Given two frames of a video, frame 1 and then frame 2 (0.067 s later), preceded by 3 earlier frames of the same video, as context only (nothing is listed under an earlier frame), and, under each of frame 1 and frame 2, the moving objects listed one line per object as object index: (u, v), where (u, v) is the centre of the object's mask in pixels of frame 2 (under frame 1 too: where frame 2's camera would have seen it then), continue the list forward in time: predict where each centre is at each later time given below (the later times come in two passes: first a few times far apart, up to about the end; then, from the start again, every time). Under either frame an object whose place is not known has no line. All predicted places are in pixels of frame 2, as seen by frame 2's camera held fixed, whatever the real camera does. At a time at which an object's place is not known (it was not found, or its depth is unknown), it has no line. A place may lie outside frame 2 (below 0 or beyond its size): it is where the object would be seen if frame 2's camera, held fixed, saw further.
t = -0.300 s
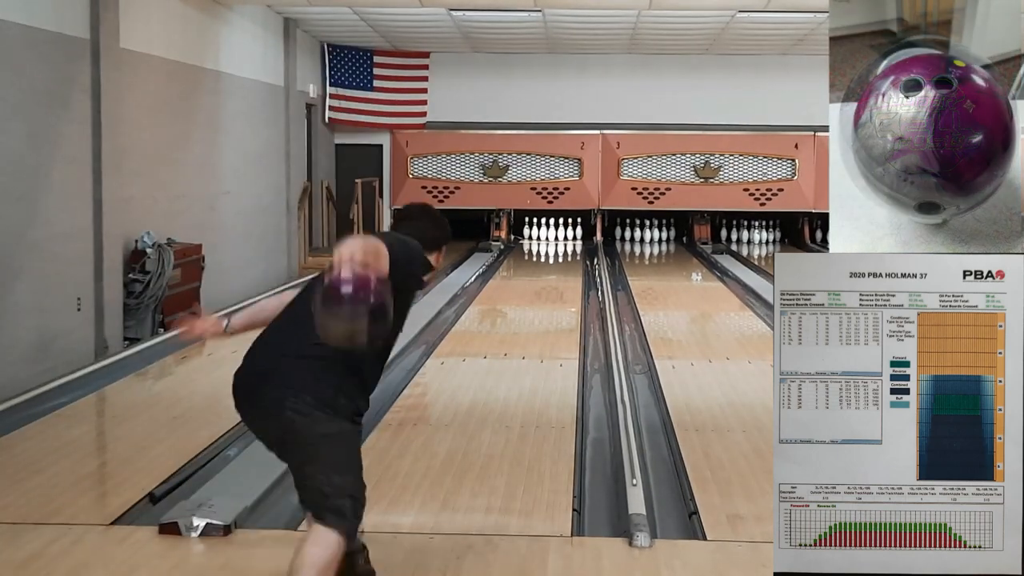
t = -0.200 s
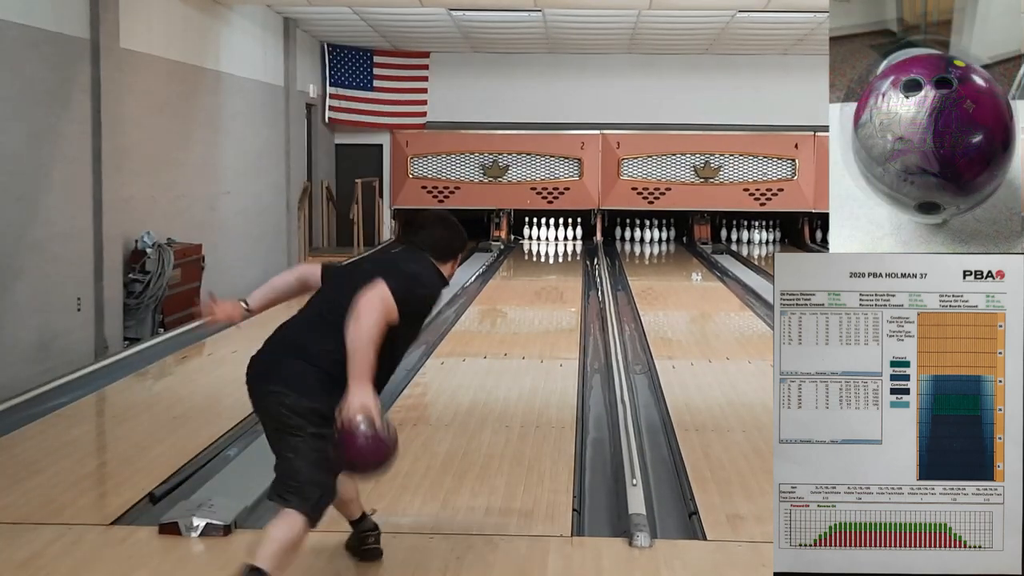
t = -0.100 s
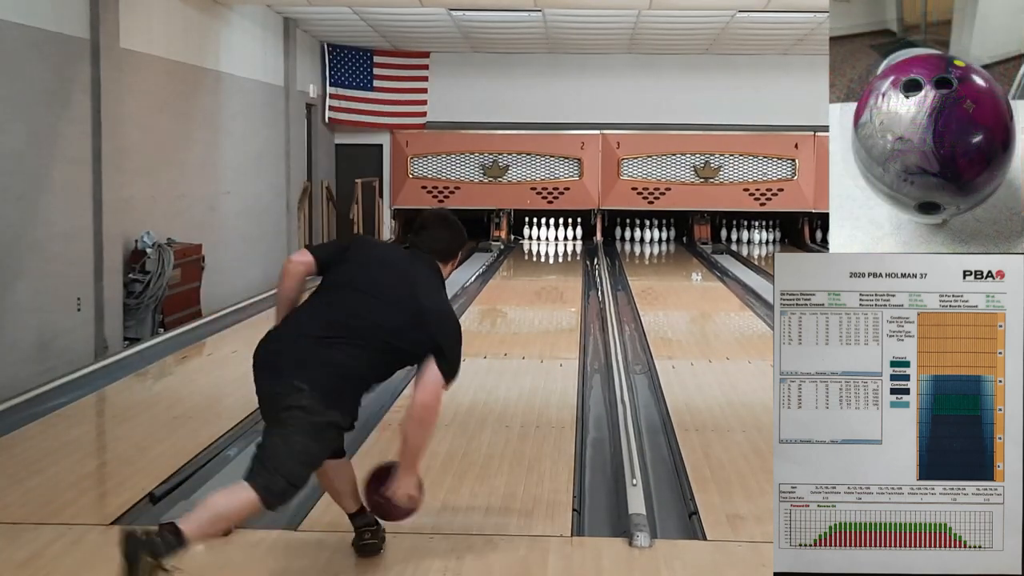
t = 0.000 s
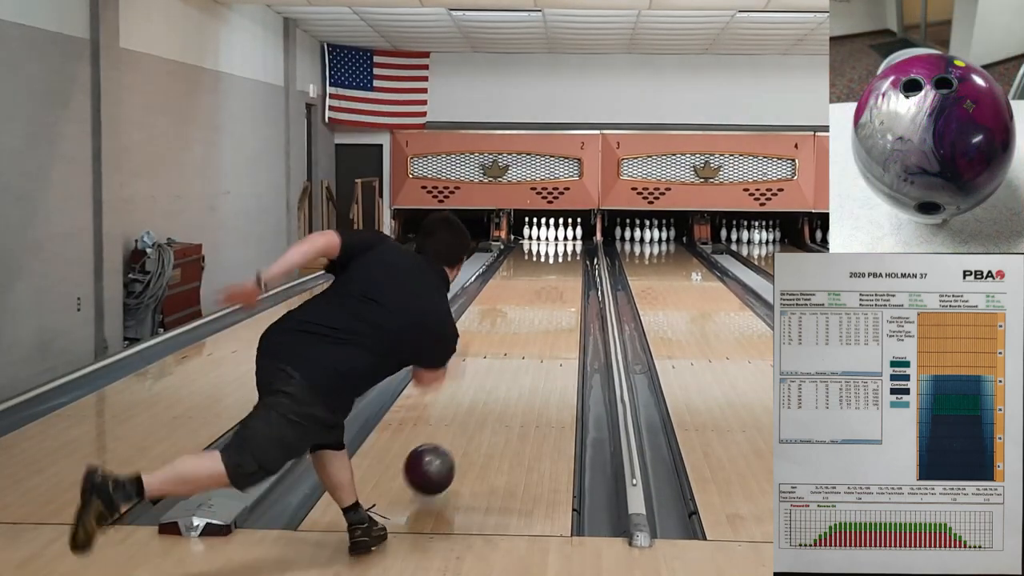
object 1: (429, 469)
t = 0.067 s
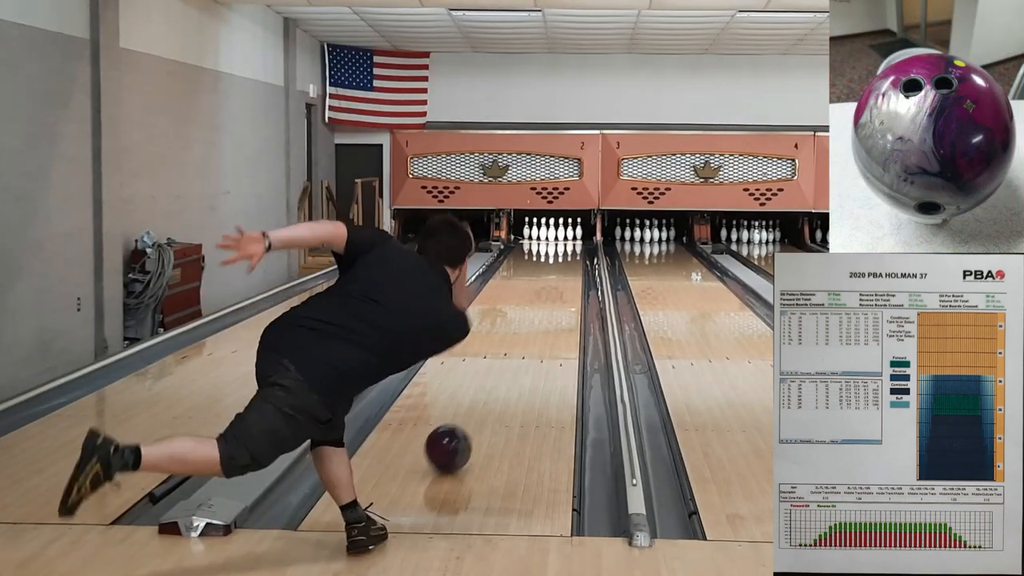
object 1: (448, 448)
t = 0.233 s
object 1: (484, 397)
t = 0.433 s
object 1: (513, 355)
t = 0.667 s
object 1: (535, 322)
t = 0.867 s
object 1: (549, 301)
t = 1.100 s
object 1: (559, 284)
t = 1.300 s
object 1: (566, 271)
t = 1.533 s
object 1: (571, 259)
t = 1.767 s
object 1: (571, 251)
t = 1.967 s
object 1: (568, 245)
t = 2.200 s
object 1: (559, 239)
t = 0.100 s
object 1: (456, 437)
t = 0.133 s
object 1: (464, 426)
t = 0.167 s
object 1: (471, 416)
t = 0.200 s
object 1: (478, 406)
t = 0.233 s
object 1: (484, 397)
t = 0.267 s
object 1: (490, 389)
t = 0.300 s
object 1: (495, 381)
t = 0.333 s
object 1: (500, 374)
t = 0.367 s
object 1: (504, 367)
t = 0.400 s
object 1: (509, 361)
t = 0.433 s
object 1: (513, 355)
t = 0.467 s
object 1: (516, 349)
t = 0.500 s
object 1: (520, 344)
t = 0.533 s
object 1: (523, 339)
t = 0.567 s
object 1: (526, 334)
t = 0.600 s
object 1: (530, 330)
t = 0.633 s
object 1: (532, 326)
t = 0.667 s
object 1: (535, 322)
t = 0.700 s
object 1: (537, 318)
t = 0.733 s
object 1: (540, 314)
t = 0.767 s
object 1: (542, 311)
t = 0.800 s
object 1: (544, 308)
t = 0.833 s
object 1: (547, 304)
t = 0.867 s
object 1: (549, 301)
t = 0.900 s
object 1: (550, 298)
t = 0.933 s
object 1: (552, 295)
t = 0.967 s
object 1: (554, 293)
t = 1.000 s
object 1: (555, 290)
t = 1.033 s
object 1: (557, 288)
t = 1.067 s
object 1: (558, 286)
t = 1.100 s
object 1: (559, 284)
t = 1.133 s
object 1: (561, 281)
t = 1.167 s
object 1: (562, 279)
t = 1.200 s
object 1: (564, 277)
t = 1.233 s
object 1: (564, 275)
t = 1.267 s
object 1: (566, 273)
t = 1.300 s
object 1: (566, 271)
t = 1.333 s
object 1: (567, 270)
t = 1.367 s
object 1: (568, 267)
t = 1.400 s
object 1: (569, 266)
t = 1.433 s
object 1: (570, 264)
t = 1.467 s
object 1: (571, 263)
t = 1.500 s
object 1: (571, 262)
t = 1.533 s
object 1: (571, 259)
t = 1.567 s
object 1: (571, 258)
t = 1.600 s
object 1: (571, 257)
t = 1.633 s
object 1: (571, 256)
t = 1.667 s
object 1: (571, 255)
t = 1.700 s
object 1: (572, 253)
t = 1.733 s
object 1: (571, 252)
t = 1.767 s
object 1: (571, 251)
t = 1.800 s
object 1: (571, 250)
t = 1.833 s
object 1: (570, 249)
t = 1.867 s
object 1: (569, 247)
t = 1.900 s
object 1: (569, 247)
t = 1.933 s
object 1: (568, 245)
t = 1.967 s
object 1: (568, 245)
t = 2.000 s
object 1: (567, 244)
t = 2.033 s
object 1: (566, 243)
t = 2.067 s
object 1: (565, 242)
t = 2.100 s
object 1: (564, 241)
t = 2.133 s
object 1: (562, 240)
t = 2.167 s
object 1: (561, 239)
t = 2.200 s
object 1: (559, 239)
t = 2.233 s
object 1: (559, 238)
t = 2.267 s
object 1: (557, 237)
